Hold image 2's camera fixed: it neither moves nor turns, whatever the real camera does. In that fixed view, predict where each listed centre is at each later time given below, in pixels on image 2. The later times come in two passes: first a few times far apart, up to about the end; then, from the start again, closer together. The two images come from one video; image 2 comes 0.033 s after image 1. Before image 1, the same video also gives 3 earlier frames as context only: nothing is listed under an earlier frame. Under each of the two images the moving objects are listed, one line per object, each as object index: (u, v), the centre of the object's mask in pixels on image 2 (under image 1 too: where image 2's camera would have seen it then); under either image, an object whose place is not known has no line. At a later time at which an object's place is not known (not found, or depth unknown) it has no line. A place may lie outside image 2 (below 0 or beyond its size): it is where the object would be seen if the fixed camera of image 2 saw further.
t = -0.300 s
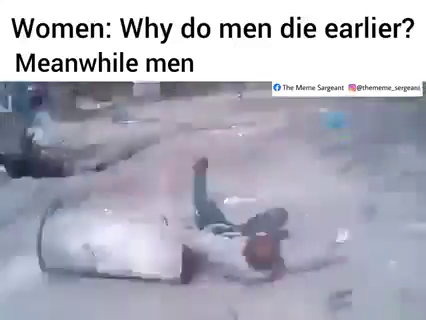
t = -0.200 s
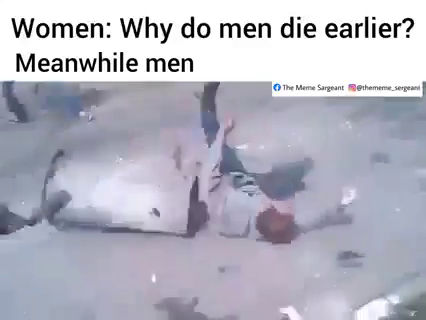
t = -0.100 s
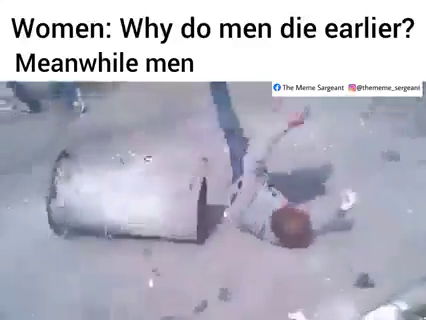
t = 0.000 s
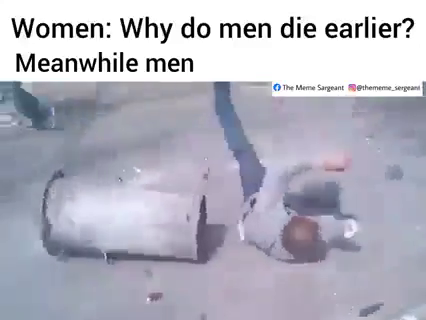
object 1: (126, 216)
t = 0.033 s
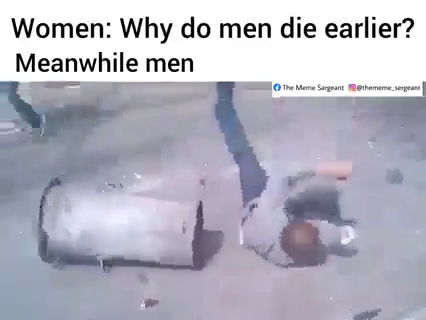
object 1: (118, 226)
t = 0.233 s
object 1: (107, 244)
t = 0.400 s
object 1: (97, 256)
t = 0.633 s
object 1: (85, 272)
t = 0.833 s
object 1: (81, 280)
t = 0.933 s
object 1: (82, 274)
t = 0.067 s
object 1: (123, 225)
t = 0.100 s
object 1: (114, 237)
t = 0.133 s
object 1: (112, 242)
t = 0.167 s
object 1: (111, 244)
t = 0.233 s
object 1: (107, 244)
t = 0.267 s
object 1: (105, 245)
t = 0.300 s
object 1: (105, 244)
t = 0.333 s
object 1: (100, 250)
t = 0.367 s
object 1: (100, 253)
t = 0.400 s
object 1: (97, 256)
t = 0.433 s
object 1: (95, 257)
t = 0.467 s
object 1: (95, 259)
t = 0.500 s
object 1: (94, 263)
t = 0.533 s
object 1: (91, 264)
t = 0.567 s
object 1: (91, 266)
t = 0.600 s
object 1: (88, 268)
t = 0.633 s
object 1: (85, 272)
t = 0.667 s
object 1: (85, 272)
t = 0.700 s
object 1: (84, 275)
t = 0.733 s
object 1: (90, 279)
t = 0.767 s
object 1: (82, 278)
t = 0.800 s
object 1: (79, 276)
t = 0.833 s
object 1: (81, 280)
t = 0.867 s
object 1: (79, 275)
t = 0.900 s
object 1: (78, 275)
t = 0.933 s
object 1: (82, 274)
